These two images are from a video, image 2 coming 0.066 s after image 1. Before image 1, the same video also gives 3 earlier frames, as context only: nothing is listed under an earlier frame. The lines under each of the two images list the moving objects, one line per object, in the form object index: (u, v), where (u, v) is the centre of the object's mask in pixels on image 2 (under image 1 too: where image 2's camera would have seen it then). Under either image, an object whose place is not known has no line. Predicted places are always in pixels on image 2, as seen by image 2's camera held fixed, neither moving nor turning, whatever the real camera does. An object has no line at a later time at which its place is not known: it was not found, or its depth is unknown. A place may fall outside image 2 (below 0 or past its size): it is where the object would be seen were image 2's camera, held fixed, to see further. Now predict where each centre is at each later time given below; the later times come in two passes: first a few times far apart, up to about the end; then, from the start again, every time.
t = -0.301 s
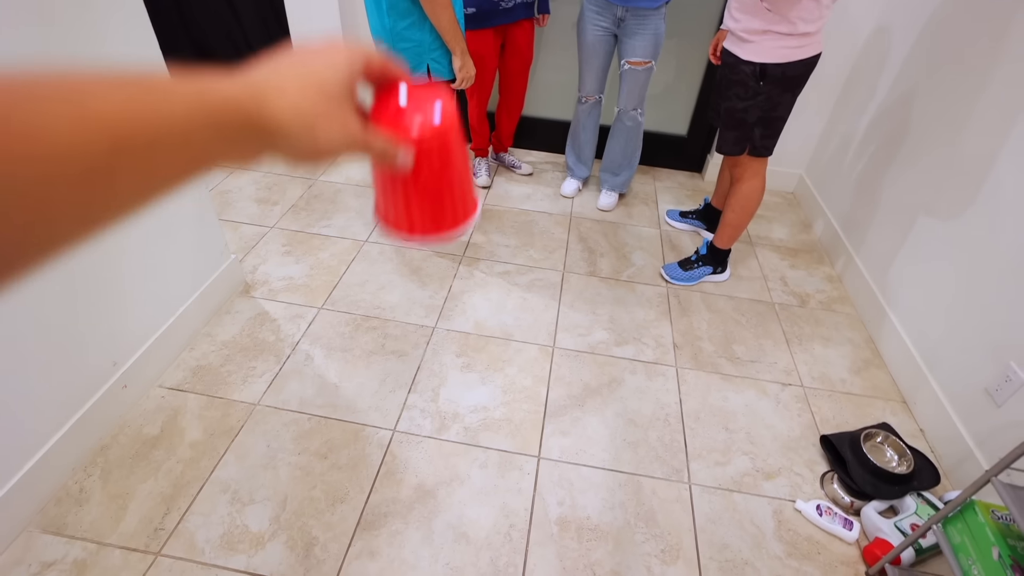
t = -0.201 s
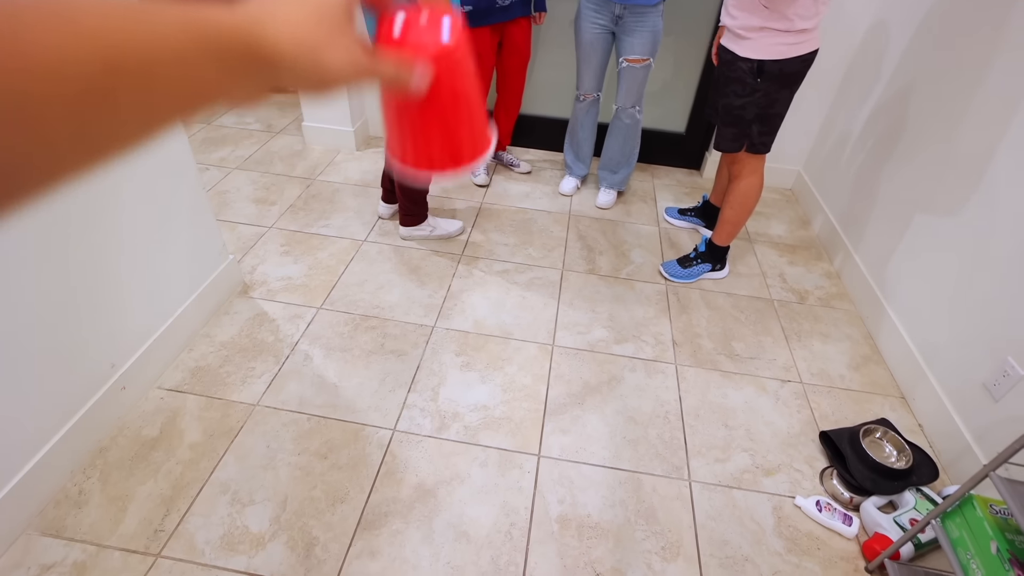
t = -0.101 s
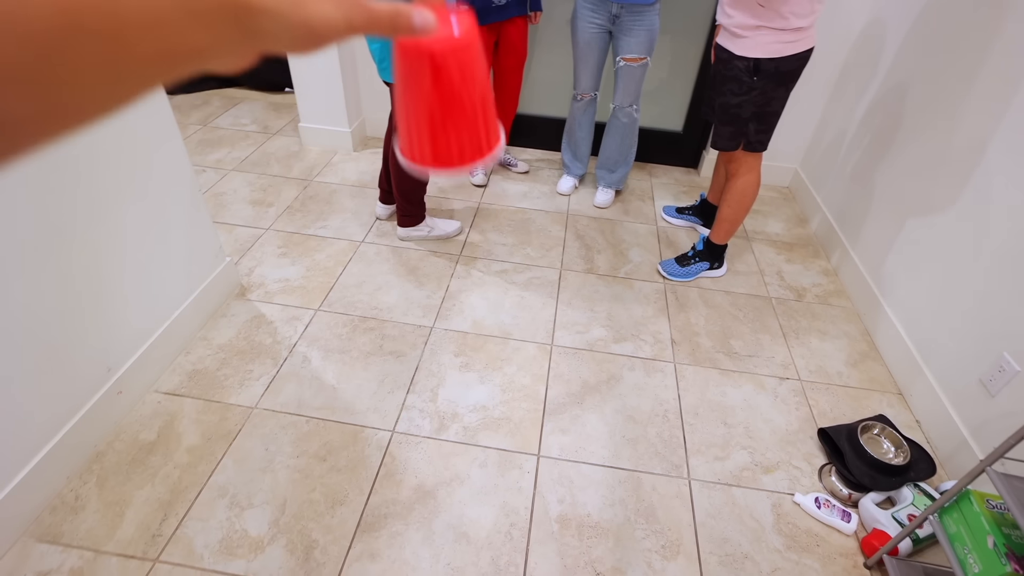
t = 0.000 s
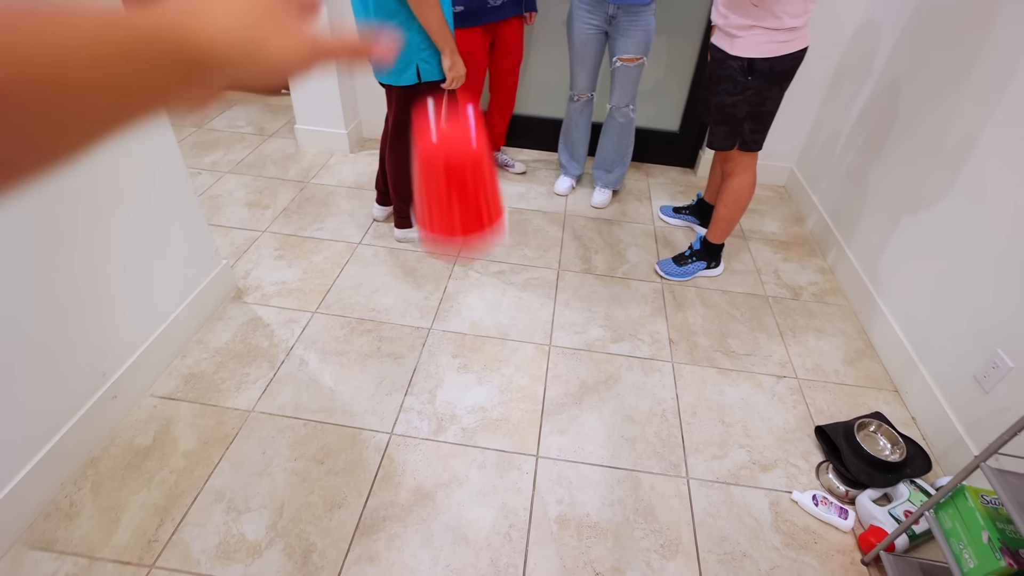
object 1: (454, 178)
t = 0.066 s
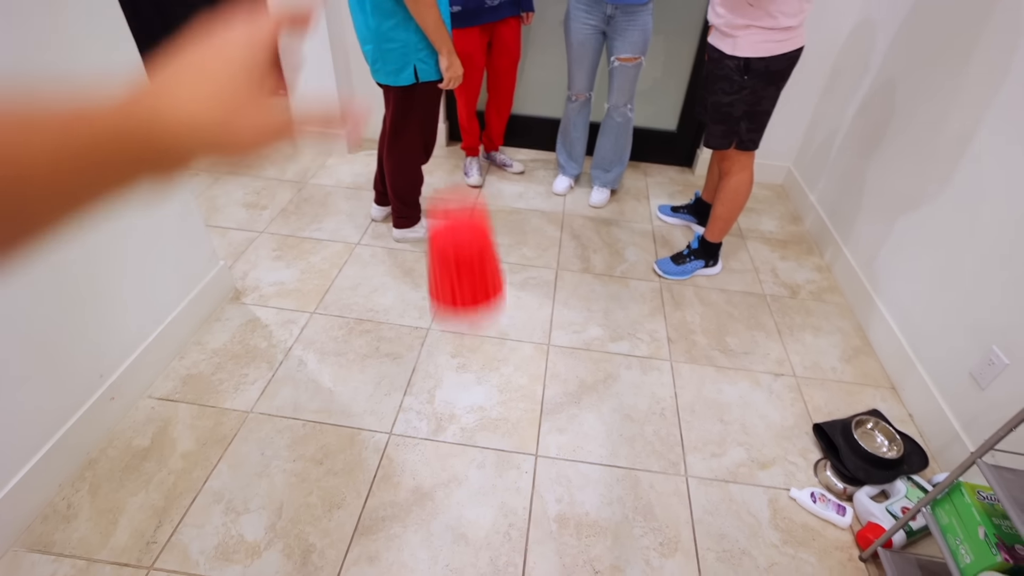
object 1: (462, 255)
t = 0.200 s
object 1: (475, 411)
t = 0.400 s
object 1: (485, 555)
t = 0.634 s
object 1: (485, 508)
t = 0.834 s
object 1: (477, 472)
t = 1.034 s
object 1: (473, 453)
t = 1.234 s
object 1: (469, 446)
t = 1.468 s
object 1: (466, 444)
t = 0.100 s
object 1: (466, 299)
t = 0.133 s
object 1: (469, 339)
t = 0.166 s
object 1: (472, 376)
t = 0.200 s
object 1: (475, 411)
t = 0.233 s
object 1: (477, 446)
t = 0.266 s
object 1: (479, 473)
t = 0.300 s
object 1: (480, 499)
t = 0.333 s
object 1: (481, 522)
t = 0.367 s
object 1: (483, 543)
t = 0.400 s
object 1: (485, 555)
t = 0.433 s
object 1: (486, 545)
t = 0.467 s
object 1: (485, 531)
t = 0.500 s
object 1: (485, 520)
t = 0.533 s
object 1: (485, 513)
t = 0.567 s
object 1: (485, 511)
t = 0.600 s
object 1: (485, 510)
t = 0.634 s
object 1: (485, 508)
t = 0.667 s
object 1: (486, 495)
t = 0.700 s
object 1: (484, 484)
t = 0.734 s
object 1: (482, 476)
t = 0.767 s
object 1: (480, 473)
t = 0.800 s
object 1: (479, 472)
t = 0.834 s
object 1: (477, 472)
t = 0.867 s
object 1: (476, 466)
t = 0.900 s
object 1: (475, 461)
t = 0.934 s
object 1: (474, 456)
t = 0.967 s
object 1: (474, 455)
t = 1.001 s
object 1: (473, 454)
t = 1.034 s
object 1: (473, 453)
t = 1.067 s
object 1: (472, 449)
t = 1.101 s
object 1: (472, 448)
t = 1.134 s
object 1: (471, 449)
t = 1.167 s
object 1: (471, 450)
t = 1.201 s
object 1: (470, 448)
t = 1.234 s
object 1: (469, 446)
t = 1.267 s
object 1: (469, 446)
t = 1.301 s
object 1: (468, 445)
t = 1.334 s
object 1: (467, 443)
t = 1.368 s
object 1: (467, 444)
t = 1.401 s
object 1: (466, 443)
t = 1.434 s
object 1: (466, 444)
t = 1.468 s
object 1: (466, 444)
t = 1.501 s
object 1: (465, 444)
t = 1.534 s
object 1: (465, 444)
